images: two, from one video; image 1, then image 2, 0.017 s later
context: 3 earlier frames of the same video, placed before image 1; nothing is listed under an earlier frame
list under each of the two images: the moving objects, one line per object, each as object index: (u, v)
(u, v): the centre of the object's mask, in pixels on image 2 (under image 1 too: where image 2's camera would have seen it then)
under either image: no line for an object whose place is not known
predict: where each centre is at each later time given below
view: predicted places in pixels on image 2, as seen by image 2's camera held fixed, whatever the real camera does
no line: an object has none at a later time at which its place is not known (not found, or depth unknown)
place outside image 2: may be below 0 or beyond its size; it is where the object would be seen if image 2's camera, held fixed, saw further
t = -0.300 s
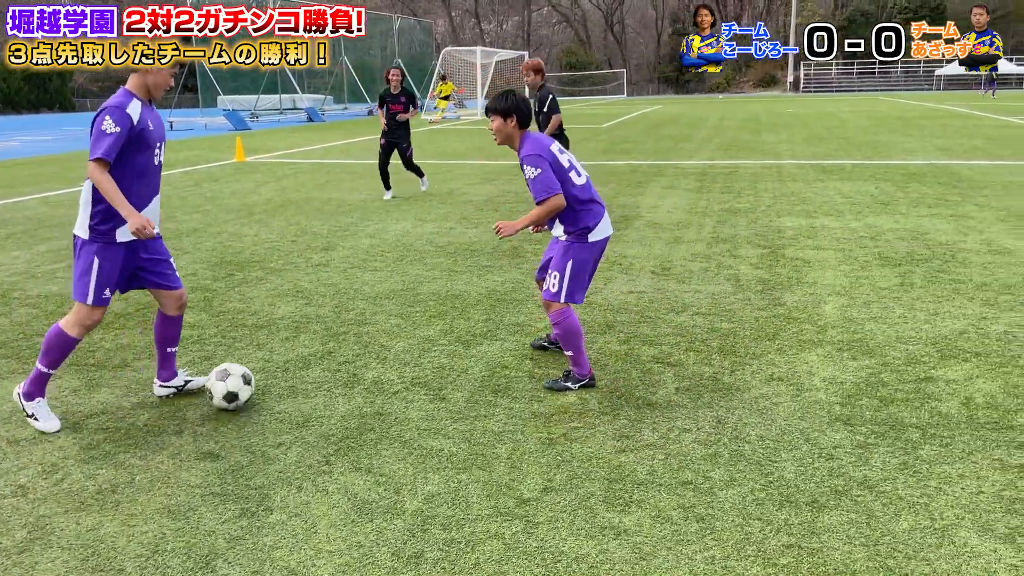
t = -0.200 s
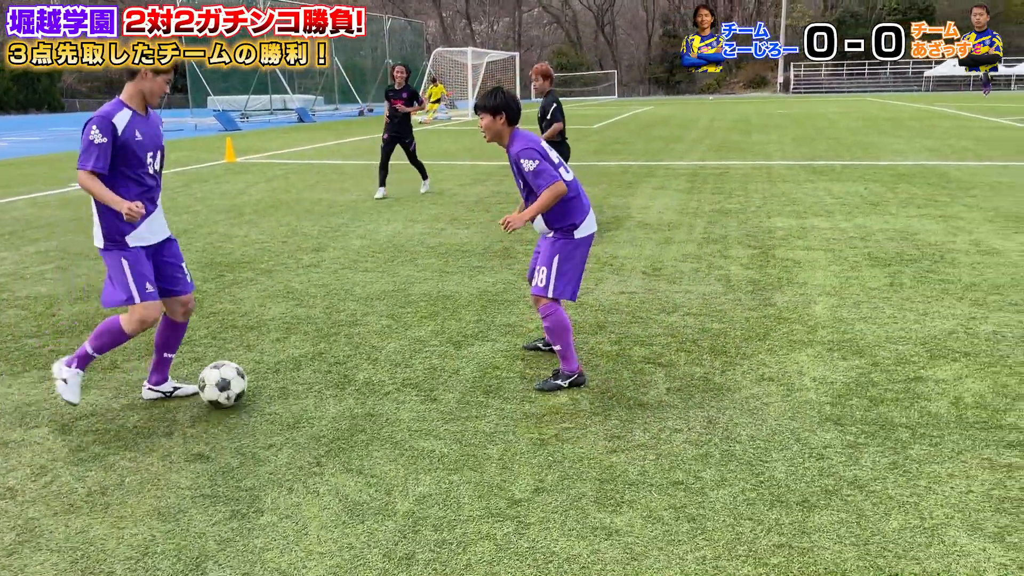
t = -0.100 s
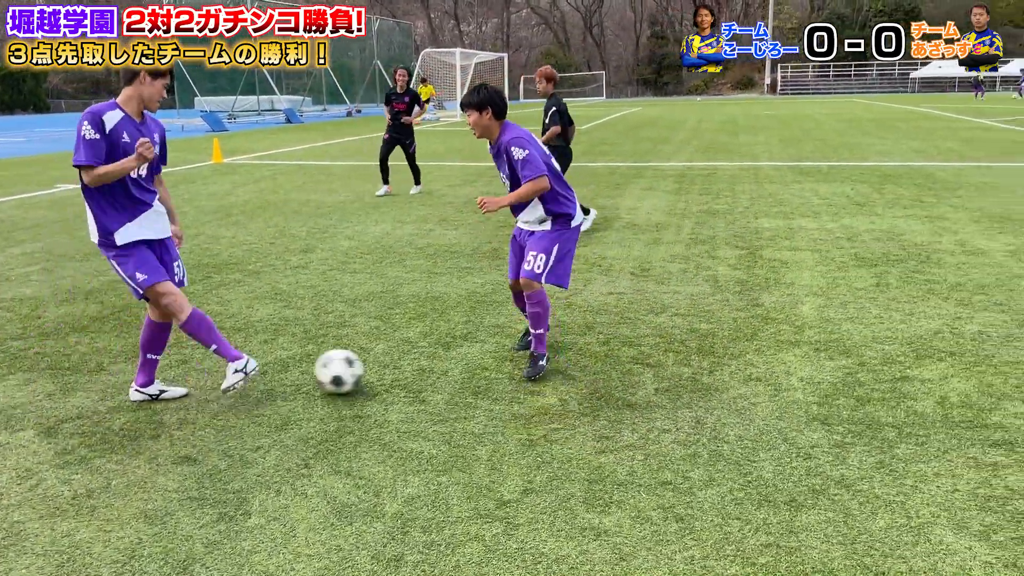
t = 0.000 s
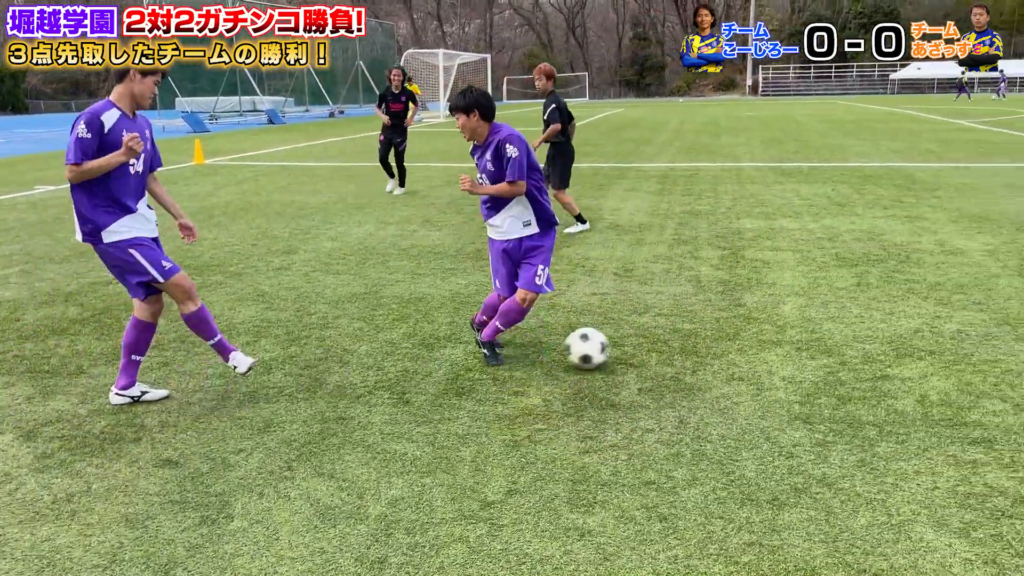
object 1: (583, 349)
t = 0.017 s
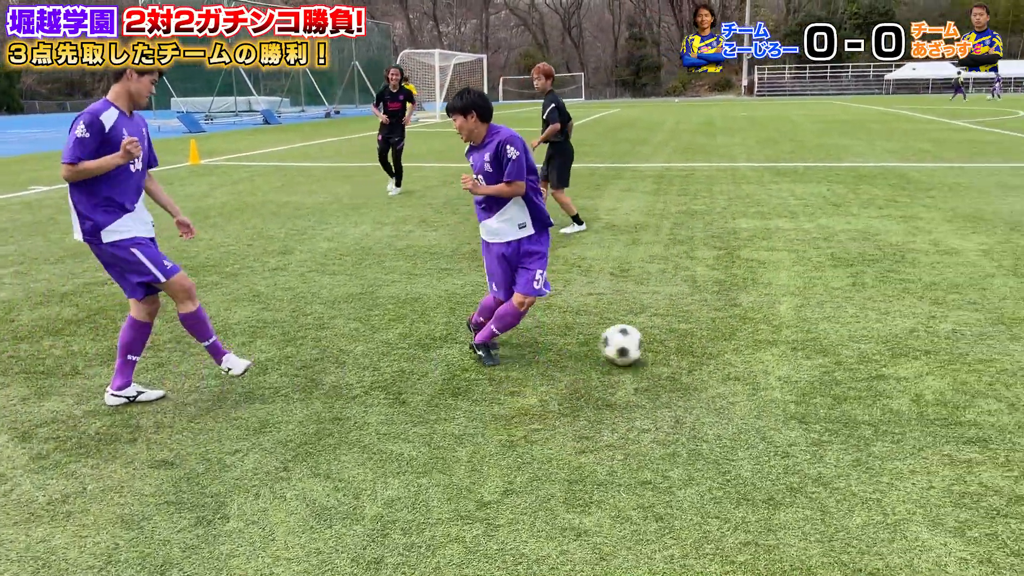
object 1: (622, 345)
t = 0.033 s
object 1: (658, 341)
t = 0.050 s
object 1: (695, 338)
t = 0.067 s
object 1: (731, 334)
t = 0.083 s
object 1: (765, 331)
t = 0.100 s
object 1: (799, 329)
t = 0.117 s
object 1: (831, 327)
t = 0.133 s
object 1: (862, 325)
